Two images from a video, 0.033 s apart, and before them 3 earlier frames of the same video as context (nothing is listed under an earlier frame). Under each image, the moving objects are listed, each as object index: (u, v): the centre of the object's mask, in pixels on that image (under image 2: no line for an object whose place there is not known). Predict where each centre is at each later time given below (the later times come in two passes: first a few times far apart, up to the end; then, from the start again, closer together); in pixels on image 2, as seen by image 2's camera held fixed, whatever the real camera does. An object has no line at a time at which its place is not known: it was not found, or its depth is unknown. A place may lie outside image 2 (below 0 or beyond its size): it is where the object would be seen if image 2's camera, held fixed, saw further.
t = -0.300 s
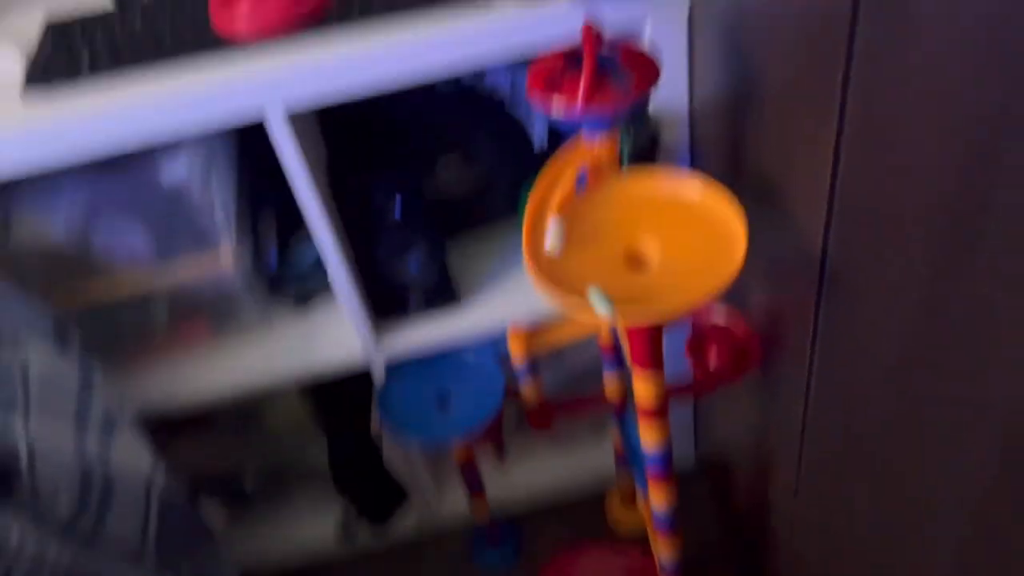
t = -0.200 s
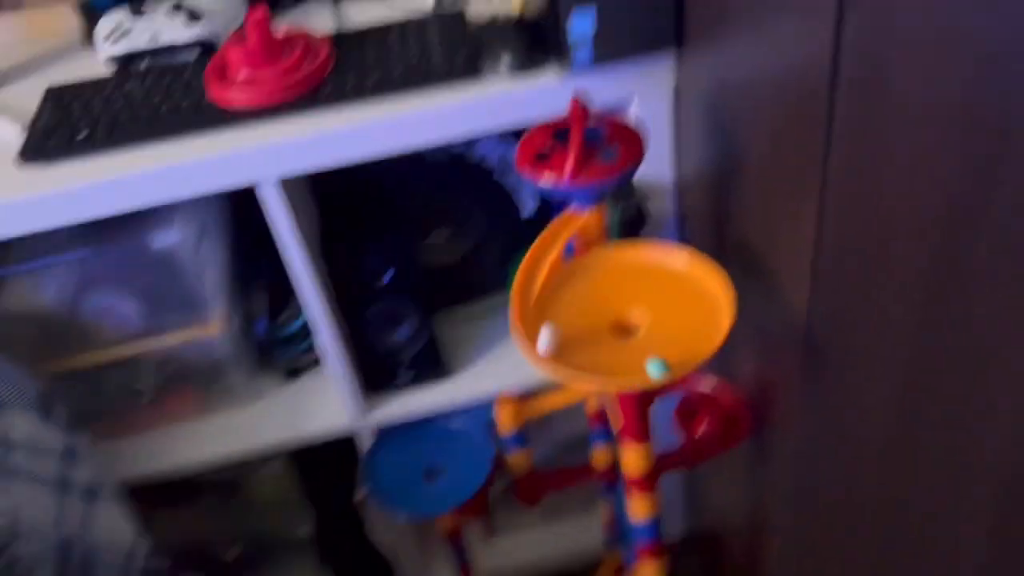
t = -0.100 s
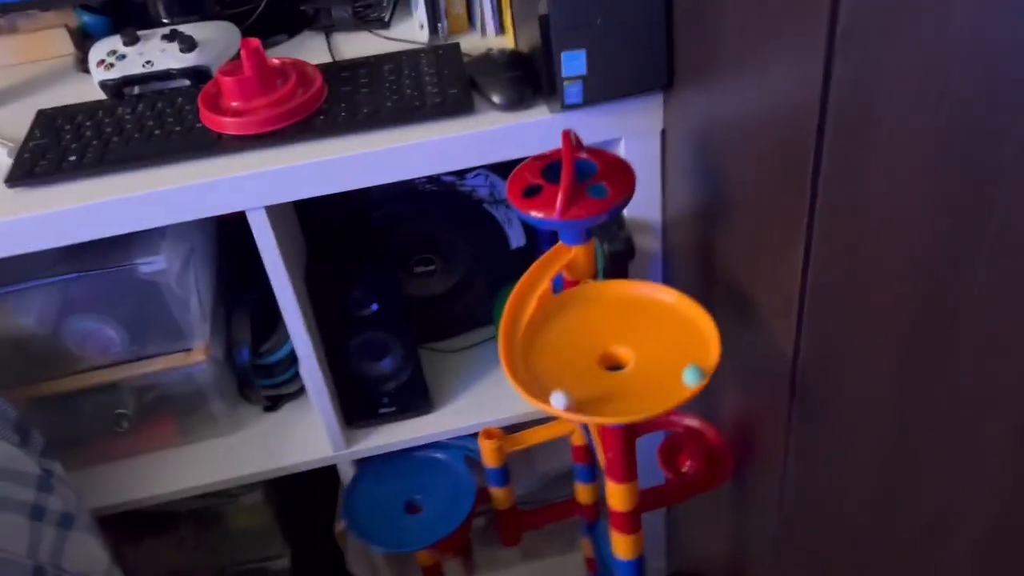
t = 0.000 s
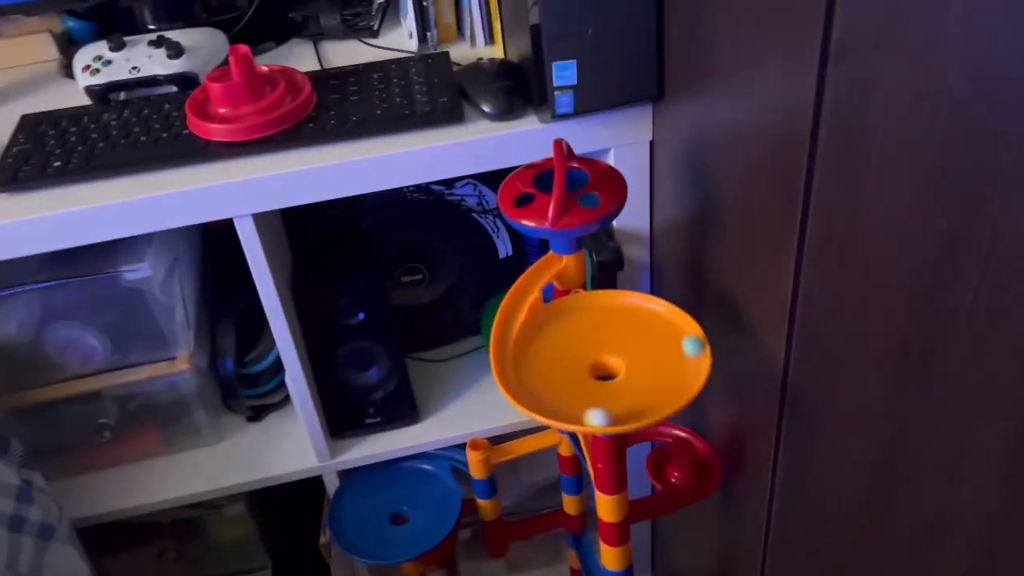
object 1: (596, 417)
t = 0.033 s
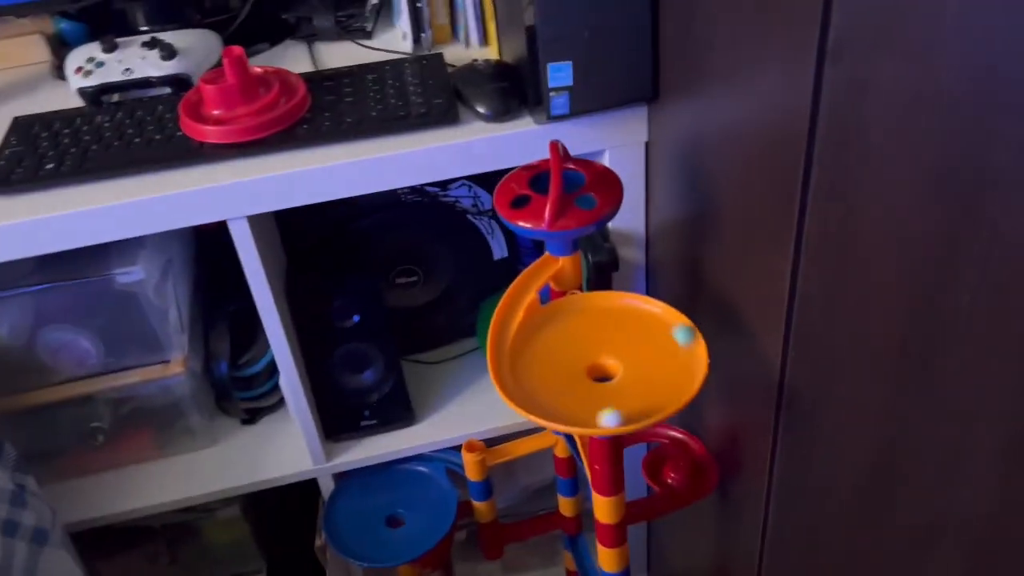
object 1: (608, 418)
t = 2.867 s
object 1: (652, 389)
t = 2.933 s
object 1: (662, 377)
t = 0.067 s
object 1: (625, 415)
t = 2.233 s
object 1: (534, 333)
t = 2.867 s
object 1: (652, 389)
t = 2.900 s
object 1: (657, 383)
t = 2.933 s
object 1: (662, 377)
